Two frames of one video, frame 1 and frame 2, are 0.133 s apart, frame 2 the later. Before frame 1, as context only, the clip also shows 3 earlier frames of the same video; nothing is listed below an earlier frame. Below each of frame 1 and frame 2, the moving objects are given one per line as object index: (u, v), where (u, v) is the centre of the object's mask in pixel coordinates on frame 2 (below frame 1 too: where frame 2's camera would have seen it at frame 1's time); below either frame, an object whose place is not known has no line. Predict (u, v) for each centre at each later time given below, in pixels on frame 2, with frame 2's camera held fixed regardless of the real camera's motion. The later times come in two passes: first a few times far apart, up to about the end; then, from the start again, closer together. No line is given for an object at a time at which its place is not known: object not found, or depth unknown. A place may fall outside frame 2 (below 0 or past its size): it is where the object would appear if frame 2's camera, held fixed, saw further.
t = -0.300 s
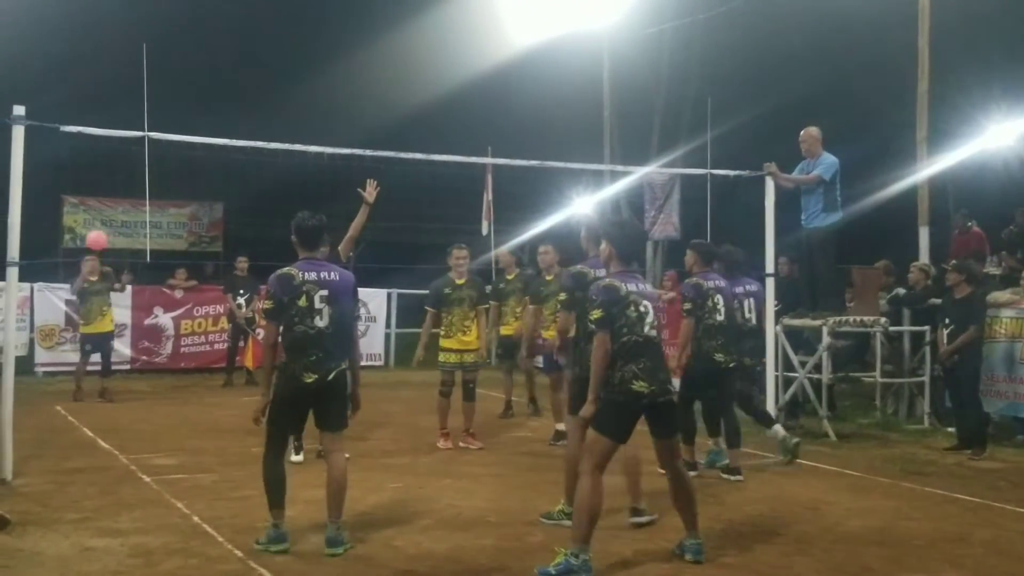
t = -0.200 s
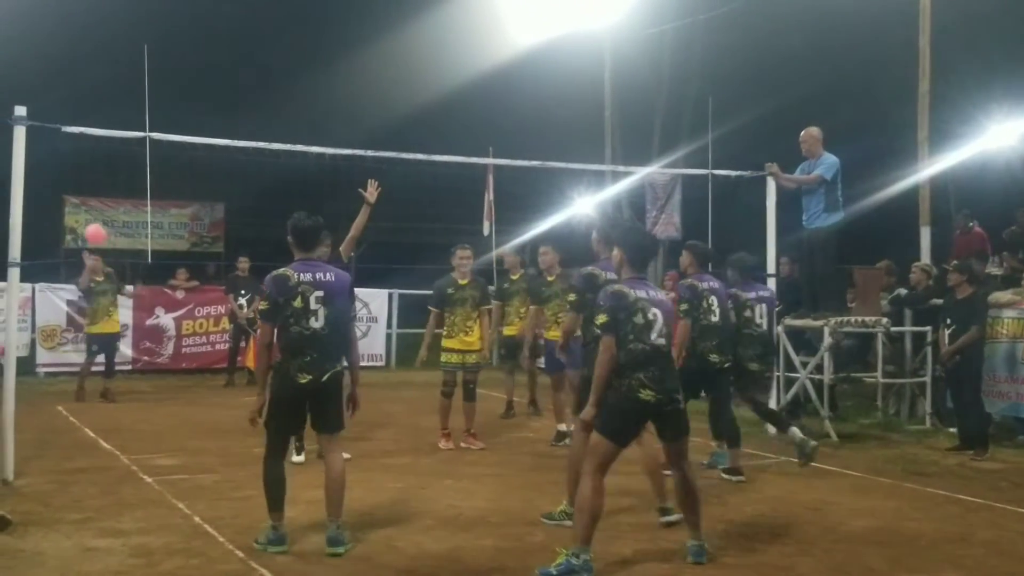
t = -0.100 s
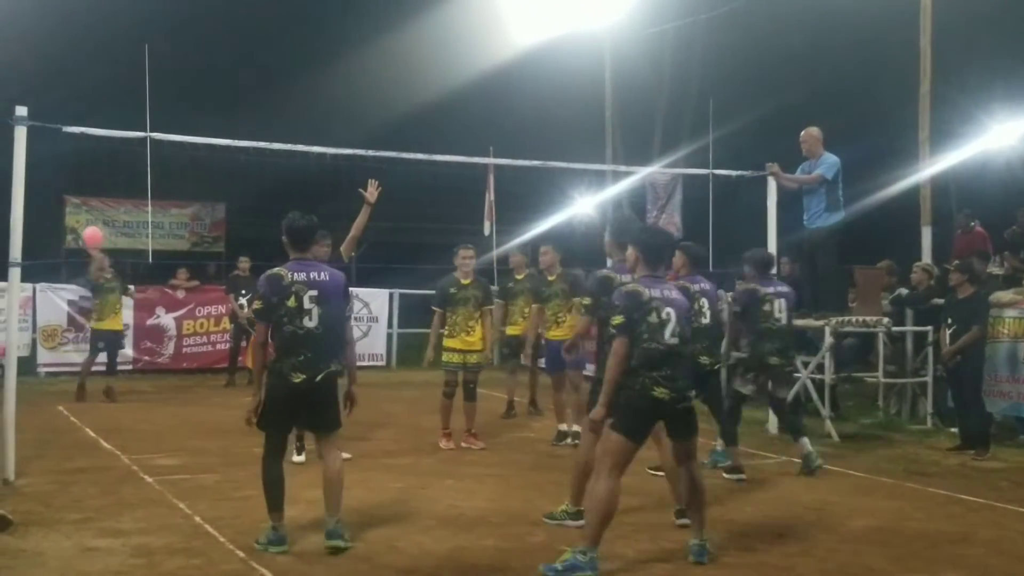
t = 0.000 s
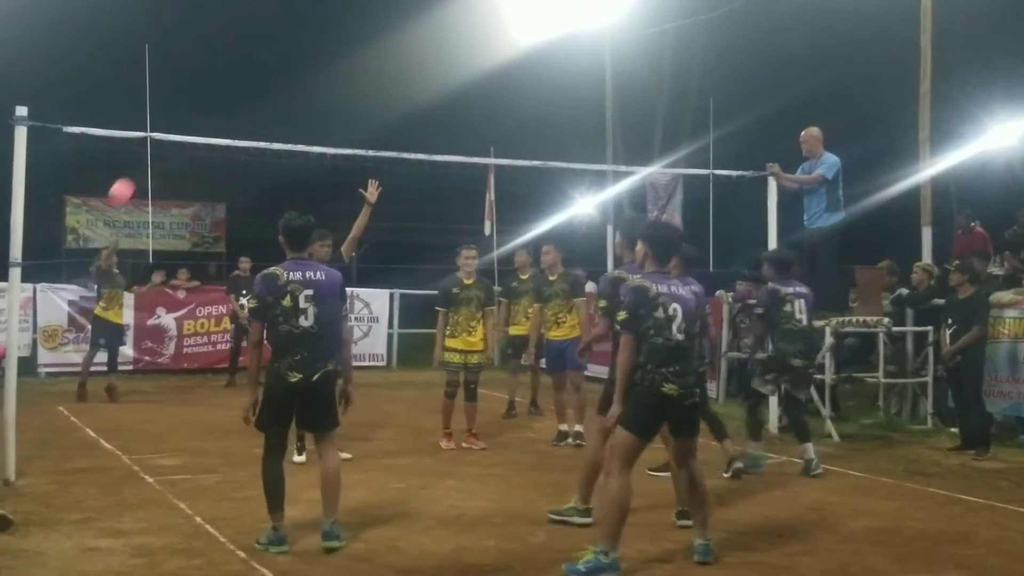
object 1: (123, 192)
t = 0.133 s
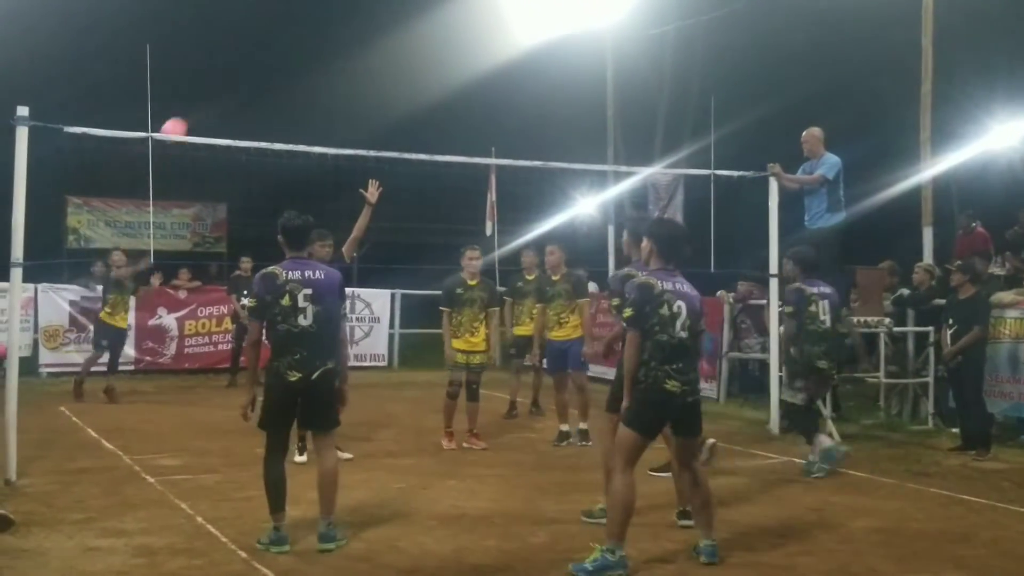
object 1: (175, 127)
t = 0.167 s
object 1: (187, 118)
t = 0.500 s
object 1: (329, 54)
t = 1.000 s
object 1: (570, 196)
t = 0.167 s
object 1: (187, 118)
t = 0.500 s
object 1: (329, 54)
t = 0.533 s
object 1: (344, 54)
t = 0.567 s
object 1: (359, 55)
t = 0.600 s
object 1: (375, 58)
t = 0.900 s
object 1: (522, 145)
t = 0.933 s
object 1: (539, 162)
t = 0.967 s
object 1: (557, 182)
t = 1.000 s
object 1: (570, 196)
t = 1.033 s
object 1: (593, 227)
